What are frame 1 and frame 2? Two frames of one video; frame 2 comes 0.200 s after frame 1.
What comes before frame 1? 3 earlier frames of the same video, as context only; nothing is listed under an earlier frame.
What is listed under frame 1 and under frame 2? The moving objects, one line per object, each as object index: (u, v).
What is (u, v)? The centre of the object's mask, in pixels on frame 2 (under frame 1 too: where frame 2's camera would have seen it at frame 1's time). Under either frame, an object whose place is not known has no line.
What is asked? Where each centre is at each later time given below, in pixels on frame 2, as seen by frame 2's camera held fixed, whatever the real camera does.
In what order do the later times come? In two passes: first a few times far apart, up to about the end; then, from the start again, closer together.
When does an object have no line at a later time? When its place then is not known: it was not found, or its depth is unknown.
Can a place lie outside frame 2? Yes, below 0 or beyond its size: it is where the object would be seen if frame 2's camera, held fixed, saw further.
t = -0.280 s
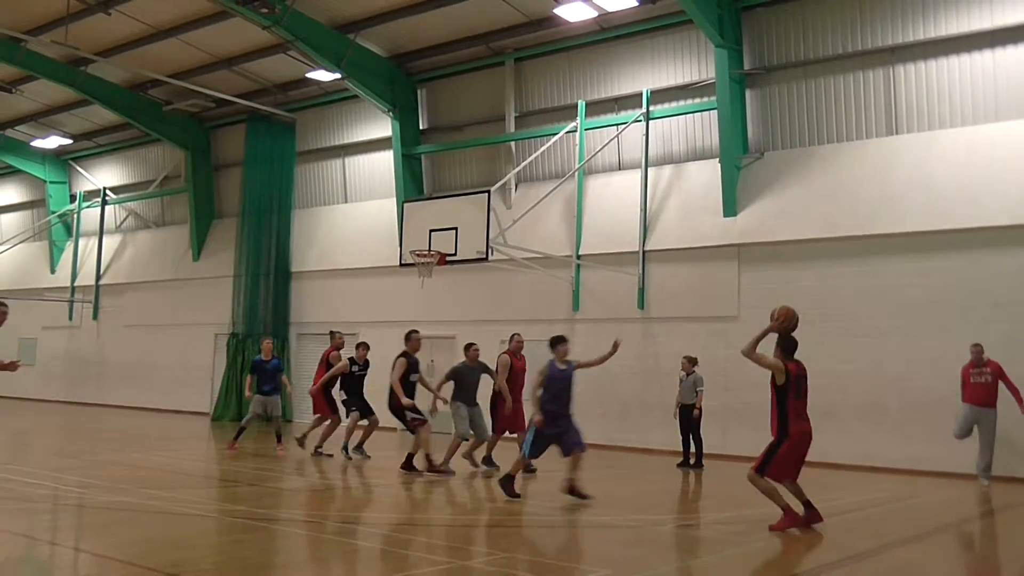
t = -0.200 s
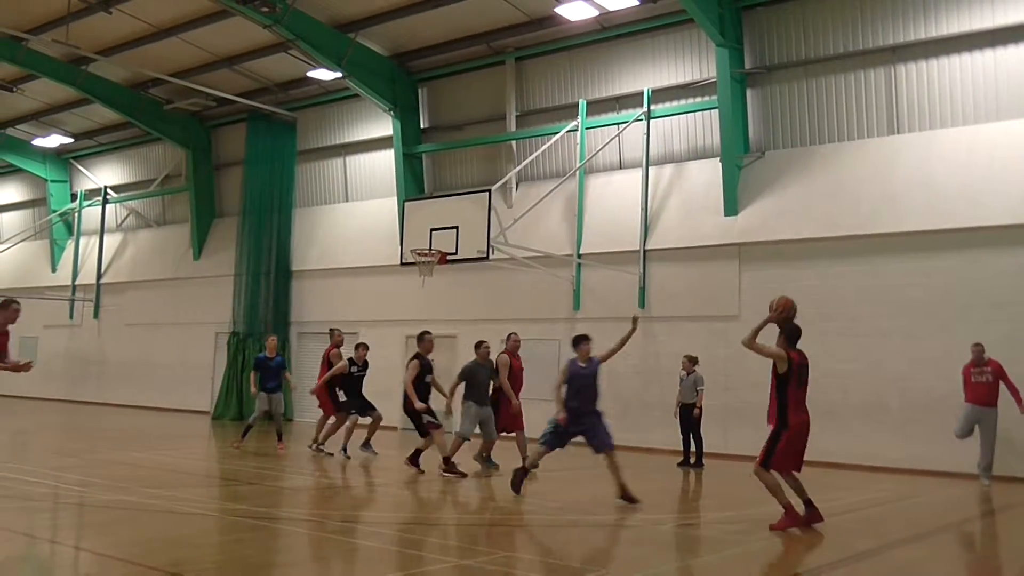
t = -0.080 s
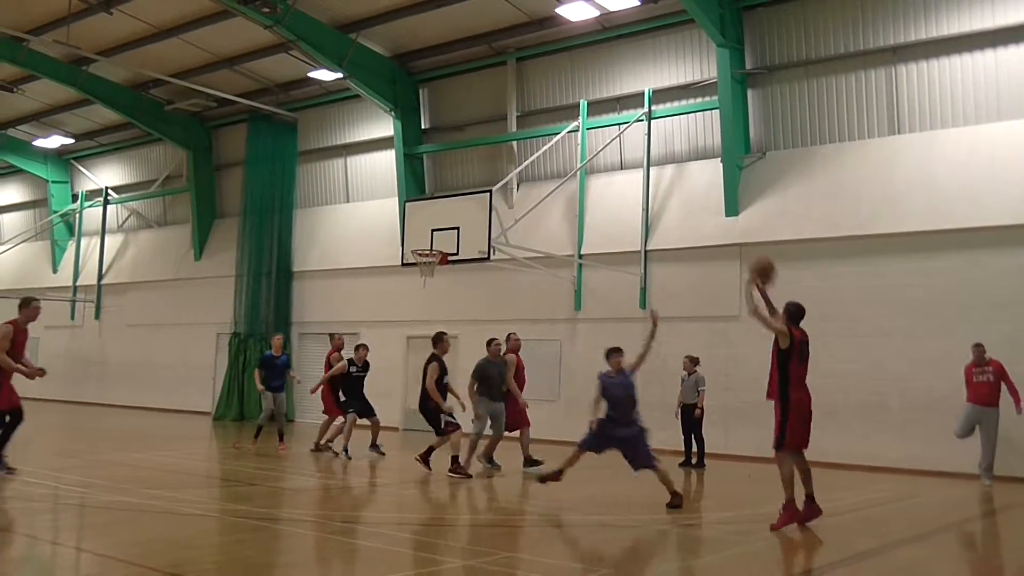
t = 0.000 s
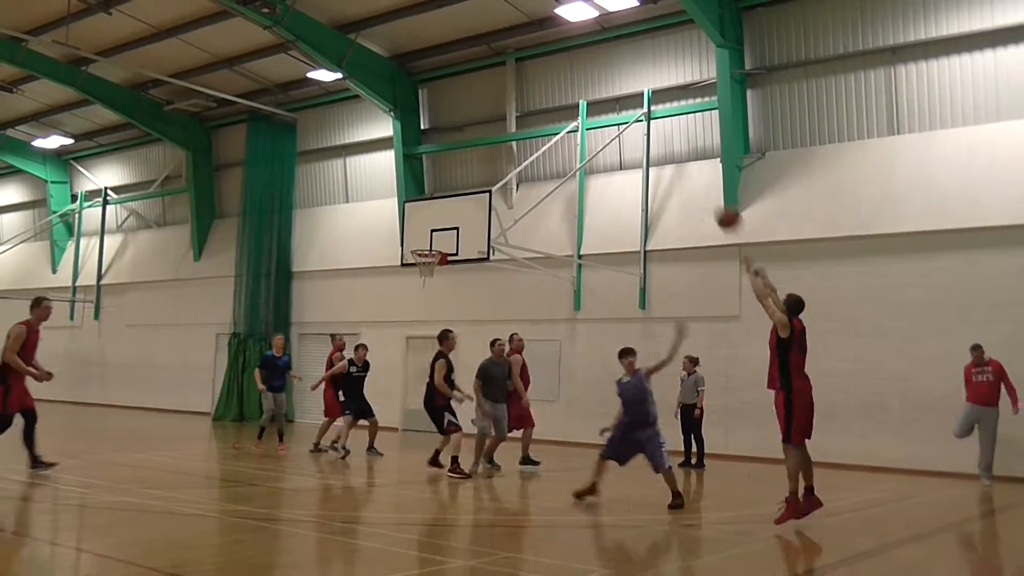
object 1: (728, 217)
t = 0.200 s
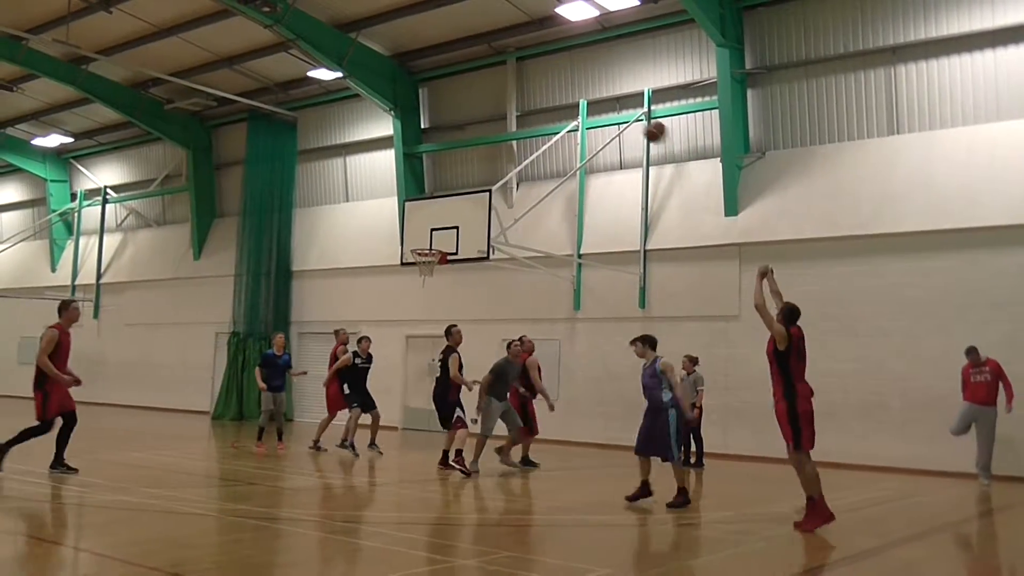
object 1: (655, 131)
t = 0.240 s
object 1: (642, 121)
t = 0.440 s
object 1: (584, 92)
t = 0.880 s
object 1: (482, 142)
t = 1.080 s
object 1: (444, 199)
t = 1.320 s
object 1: (432, 261)
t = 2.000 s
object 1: (434, 276)
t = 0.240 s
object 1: (642, 121)
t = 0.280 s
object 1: (629, 112)
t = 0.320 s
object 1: (618, 105)
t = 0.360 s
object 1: (607, 99)
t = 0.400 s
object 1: (595, 95)
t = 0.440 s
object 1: (584, 92)
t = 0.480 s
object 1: (573, 91)
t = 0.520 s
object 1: (563, 92)
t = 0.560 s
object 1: (553, 93)
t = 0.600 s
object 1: (543, 96)
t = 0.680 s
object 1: (525, 106)
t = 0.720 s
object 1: (516, 109)
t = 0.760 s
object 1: (507, 116)
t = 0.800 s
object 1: (498, 123)
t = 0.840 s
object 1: (490, 132)
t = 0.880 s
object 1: (482, 142)
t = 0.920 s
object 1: (473, 153)
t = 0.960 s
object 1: (467, 162)
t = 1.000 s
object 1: (459, 175)
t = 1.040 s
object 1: (452, 187)
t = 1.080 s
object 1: (444, 199)
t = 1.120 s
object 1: (437, 213)
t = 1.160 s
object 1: (430, 228)
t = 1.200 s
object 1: (423, 243)
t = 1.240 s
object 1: (421, 257)
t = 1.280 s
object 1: (426, 263)
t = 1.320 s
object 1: (432, 261)
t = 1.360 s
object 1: (434, 260)
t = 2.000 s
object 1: (434, 276)
